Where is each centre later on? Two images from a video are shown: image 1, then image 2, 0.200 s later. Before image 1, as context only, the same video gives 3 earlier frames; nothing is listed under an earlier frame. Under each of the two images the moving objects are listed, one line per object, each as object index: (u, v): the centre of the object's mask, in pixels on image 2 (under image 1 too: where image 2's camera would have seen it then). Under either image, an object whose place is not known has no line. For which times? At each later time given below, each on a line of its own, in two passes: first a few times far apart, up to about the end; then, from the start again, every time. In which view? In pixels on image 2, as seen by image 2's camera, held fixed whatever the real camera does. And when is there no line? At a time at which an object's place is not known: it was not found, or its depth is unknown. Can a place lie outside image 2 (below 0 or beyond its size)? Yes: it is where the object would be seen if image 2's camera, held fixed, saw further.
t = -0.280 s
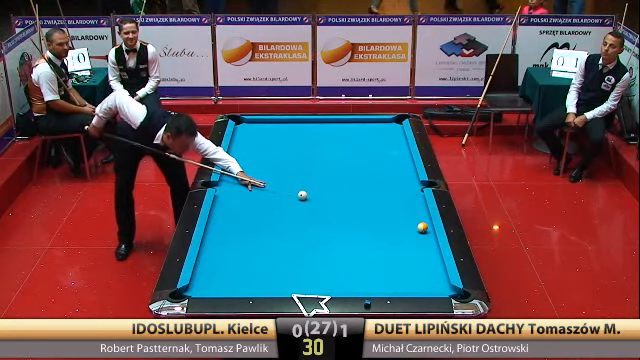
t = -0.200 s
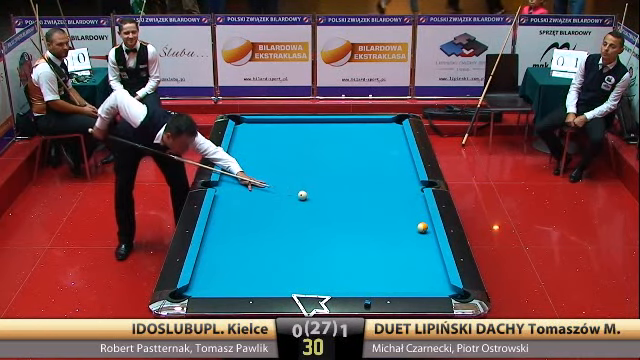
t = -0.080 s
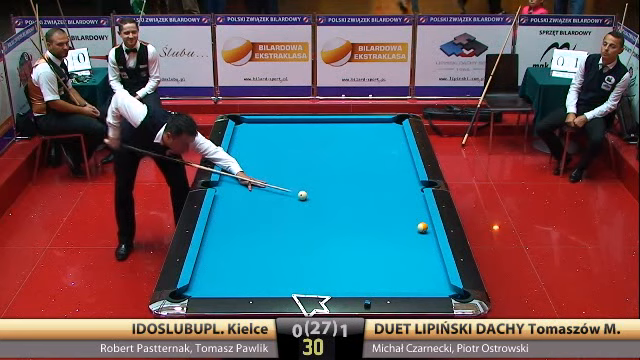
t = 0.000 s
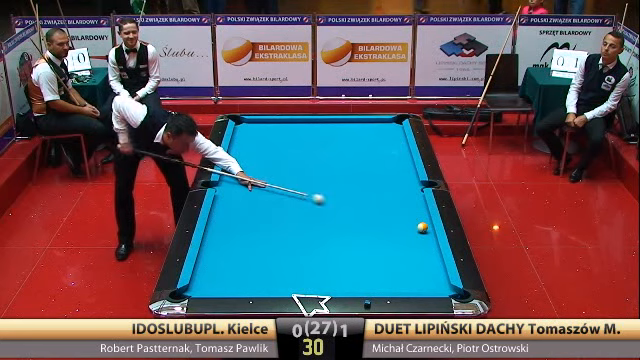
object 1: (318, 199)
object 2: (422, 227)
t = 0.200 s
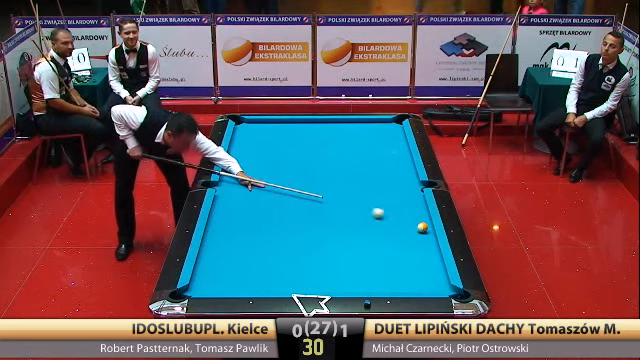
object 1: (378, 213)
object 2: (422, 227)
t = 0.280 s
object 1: (401, 218)
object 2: (422, 227)
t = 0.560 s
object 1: (399, 219)
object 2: (431, 241)
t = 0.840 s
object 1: (365, 216)
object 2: (435, 256)
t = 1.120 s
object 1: (333, 213)
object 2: (435, 270)
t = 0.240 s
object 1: (389, 216)
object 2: (422, 227)
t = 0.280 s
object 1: (401, 218)
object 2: (422, 227)
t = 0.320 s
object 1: (412, 221)
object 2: (422, 227)
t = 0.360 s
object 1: (423, 221)
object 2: (423, 229)
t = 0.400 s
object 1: (425, 221)
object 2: (425, 231)
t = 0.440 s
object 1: (417, 221)
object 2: (426, 234)
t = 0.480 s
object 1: (410, 220)
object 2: (428, 237)
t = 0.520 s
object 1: (404, 220)
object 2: (429, 239)
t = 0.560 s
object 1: (399, 219)
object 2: (431, 241)
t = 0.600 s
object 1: (394, 219)
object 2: (432, 243)
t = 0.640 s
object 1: (389, 218)
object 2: (434, 246)
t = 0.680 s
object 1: (384, 218)
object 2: (434, 248)
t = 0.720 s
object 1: (379, 218)
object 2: (434, 250)
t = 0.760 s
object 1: (375, 217)
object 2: (434, 252)
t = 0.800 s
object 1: (370, 217)
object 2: (434, 254)
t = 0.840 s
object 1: (365, 216)
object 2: (435, 256)
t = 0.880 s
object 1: (360, 216)
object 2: (434, 258)
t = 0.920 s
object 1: (356, 216)
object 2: (434, 260)
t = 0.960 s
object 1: (351, 215)
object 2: (434, 262)
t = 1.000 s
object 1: (347, 214)
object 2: (434, 264)
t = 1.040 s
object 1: (342, 214)
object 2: (435, 266)
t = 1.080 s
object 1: (338, 214)
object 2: (434, 268)
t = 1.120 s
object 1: (333, 213)
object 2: (435, 270)
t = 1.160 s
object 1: (329, 213)
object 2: (435, 272)
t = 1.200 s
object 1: (324, 212)
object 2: (435, 274)
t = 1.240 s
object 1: (321, 212)
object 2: (435, 276)
